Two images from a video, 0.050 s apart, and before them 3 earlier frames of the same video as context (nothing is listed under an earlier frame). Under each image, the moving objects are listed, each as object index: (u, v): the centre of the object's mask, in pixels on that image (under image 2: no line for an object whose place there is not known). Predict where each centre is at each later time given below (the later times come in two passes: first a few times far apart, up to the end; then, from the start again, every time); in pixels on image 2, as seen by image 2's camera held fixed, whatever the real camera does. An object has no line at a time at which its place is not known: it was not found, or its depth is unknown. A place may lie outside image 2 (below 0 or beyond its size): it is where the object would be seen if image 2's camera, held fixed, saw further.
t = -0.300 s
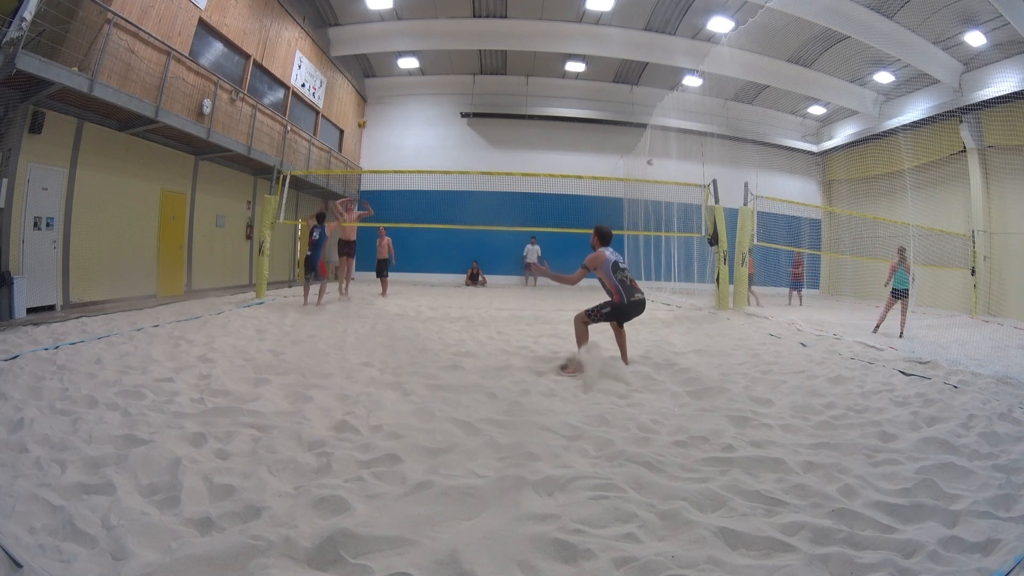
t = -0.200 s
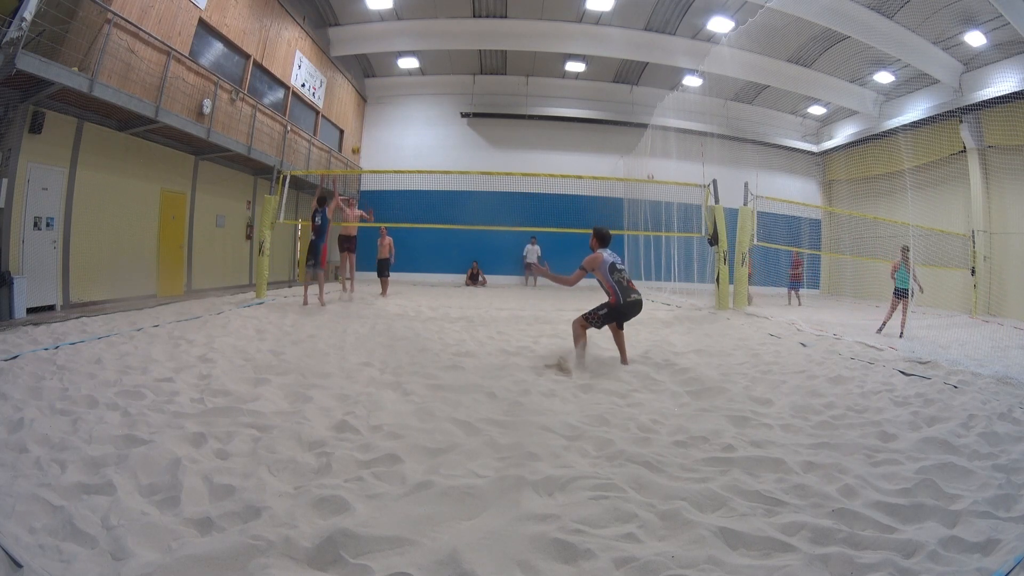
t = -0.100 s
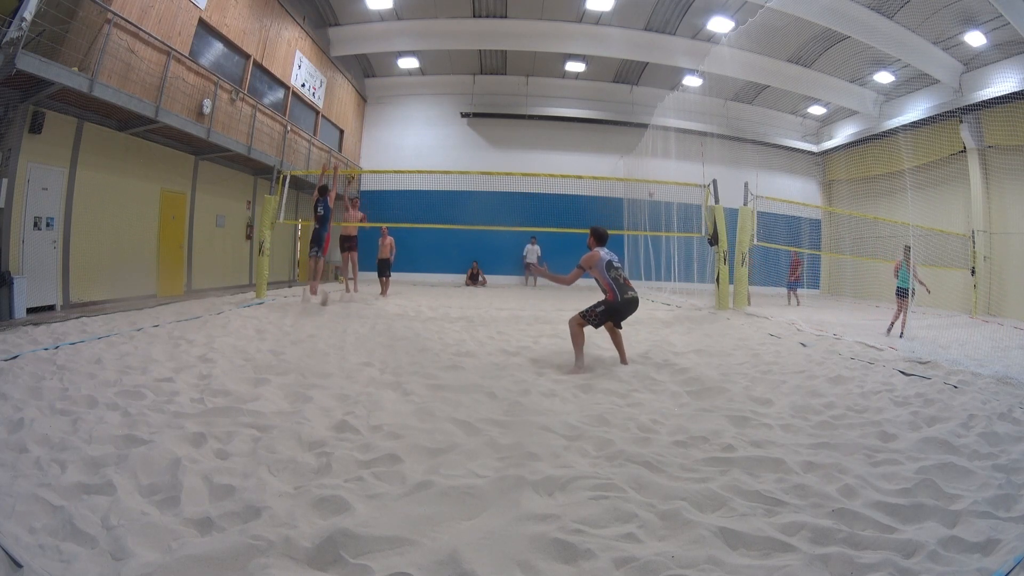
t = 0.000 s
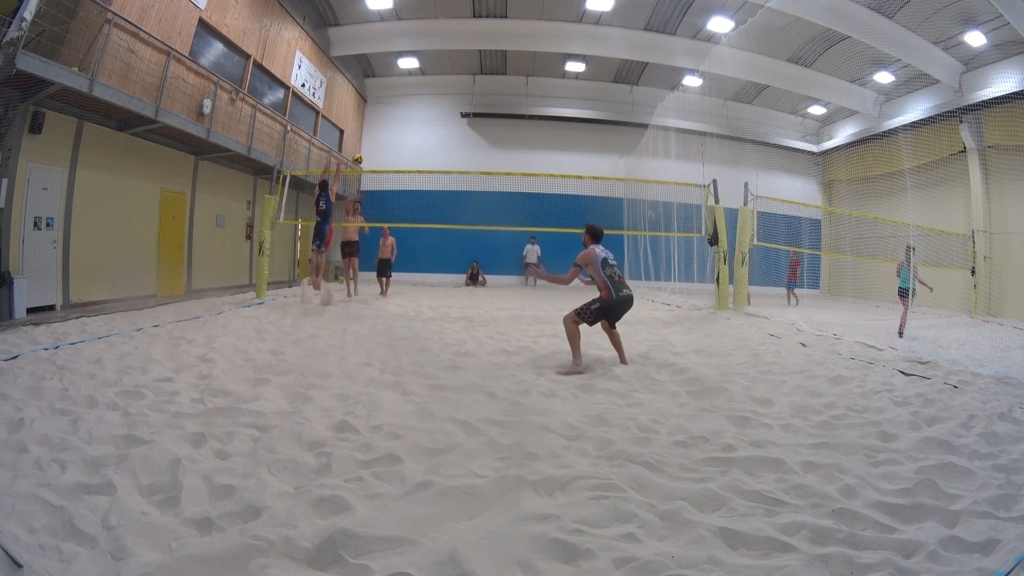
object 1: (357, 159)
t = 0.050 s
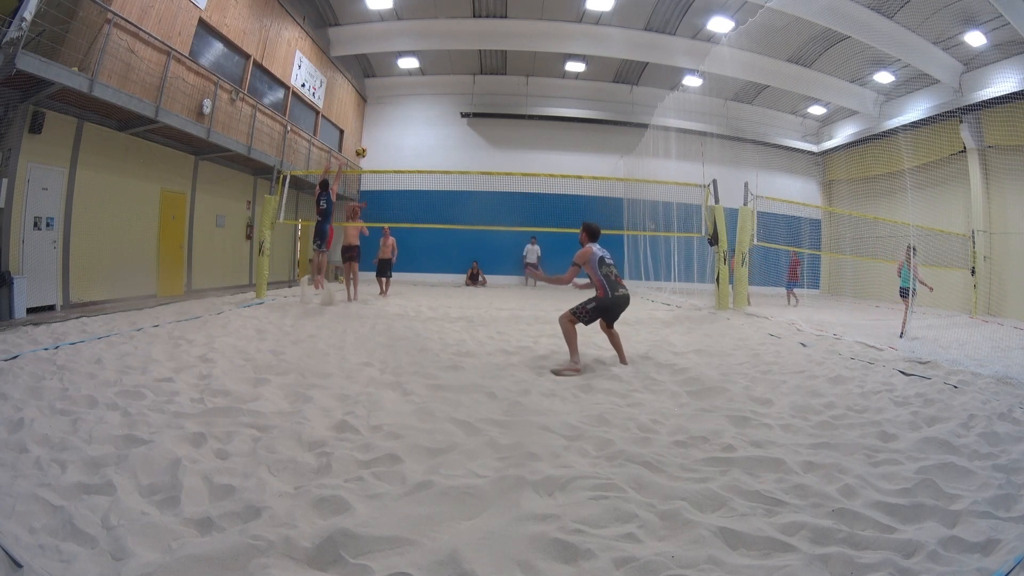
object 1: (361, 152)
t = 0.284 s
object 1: (383, 129)
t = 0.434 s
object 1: (405, 134)
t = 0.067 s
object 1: (362, 150)
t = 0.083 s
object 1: (363, 147)
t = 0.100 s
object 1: (365, 145)
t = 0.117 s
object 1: (366, 143)
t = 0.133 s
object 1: (368, 141)
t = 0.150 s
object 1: (369, 139)
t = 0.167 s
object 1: (370, 138)
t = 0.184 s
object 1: (372, 136)
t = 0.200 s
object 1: (374, 135)
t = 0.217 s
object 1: (376, 133)
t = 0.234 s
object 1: (377, 132)
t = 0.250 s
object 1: (379, 131)
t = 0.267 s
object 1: (381, 130)
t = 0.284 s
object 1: (383, 129)
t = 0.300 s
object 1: (385, 128)
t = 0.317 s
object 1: (387, 128)
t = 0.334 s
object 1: (389, 128)
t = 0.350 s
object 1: (391, 128)
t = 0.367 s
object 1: (394, 129)
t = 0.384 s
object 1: (396, 129)
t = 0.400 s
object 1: (399, 130)
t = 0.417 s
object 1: (402, 132)
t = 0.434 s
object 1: (405, 134)
